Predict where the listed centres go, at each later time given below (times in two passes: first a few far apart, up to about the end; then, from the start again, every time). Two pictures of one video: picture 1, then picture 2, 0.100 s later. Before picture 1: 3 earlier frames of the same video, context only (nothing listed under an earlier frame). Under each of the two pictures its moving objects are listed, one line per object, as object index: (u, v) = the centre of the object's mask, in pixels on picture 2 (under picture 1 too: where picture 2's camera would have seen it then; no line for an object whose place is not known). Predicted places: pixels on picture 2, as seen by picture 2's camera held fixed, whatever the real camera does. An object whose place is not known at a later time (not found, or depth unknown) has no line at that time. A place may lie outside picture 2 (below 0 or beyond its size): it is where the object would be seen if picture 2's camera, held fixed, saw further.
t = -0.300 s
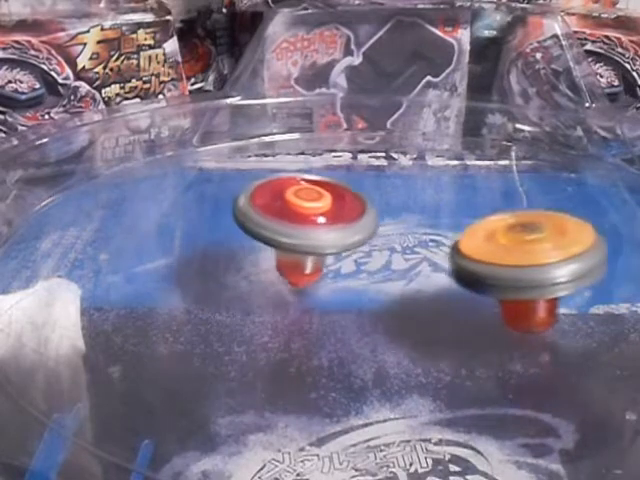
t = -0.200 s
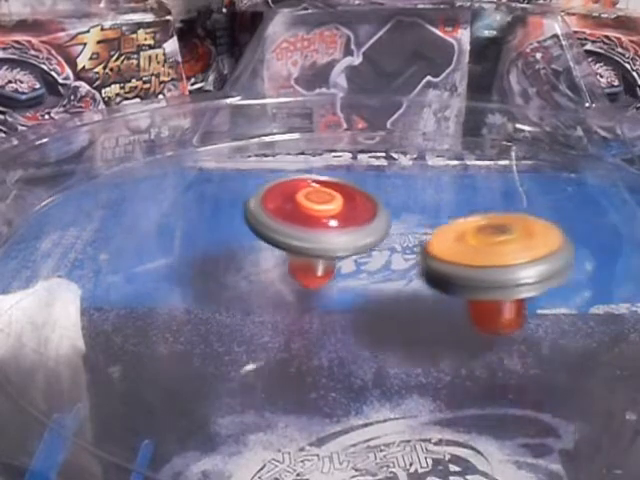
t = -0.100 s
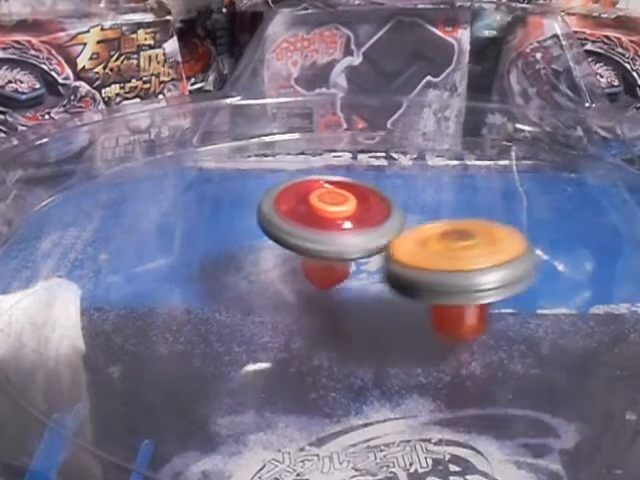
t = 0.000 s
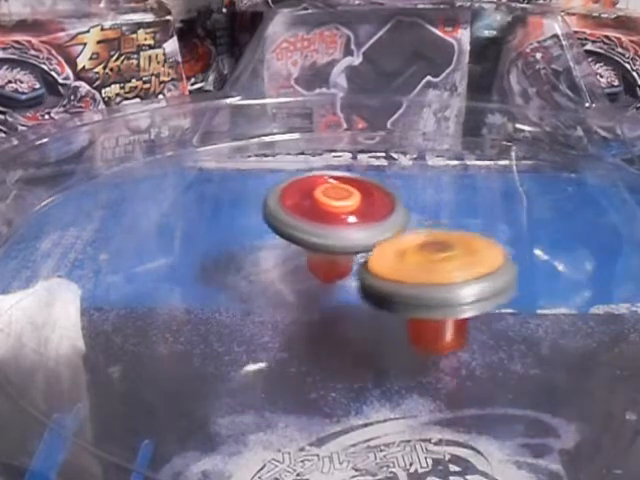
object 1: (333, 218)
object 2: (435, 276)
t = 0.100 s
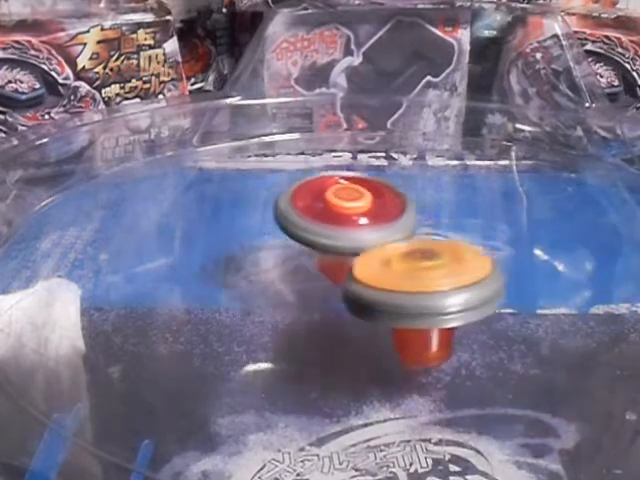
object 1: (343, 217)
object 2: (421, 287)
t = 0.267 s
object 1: (366, 212)
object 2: (406, 293)
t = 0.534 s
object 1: (408, 212)
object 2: (370, 283)
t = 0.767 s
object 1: (434, 217)
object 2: (320, 280)
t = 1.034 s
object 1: (445, 225)
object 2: (304, 263)
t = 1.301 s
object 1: (454, 241)
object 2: (286, 236)
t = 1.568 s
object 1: (453, 259)
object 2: (281, 217)
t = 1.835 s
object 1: (441, 271)
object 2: (320, 196)
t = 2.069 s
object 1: (418, 275)
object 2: (355, 186)
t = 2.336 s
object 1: (379, 274)
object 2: (395, 187)
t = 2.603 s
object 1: (324, 274)
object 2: (463, 190)
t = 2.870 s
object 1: (310, 270)
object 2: (470, 187)
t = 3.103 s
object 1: (317, 260)
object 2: (462, 214)
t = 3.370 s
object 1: (256, 235)
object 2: (569, 227)
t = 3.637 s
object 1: (266, 230)
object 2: (543, 238)
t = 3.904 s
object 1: (312, 225)
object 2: (458, 267)
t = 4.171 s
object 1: (360, 210)
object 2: (399, 295)
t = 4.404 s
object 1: (401, 210)
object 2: (374, 295)
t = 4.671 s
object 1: (438, 220)
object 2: (328, 273)
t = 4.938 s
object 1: (465, 229)
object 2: (285, 249)
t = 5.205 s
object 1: (474, 246)
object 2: (284, 232)
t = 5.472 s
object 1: (465, 265)
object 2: (309, 204)
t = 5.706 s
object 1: (446, 276)
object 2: (352, 189)
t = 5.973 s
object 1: (405, 281)
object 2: (378, 181)
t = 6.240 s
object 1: (363, 277)
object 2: (418, 197)
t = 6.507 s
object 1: (329, 264)
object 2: (474, 213)
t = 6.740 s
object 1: (318, 248)
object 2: (489, 237)
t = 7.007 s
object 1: (321, 232)
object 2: (472, 258)
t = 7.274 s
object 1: (339, 218)
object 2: (436, 274)
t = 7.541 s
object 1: (368, 205)
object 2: (392, 280)
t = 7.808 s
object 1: (409, 207)
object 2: (350, 273)
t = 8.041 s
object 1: (439, 219)
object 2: (320, 262)
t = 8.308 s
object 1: (469, 224)
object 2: (308, 255)
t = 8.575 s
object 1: (477, 236)
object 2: (320, 223)
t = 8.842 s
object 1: (560, 242)
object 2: (260, 219)
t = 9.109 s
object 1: (521, 255)
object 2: (315, 212)
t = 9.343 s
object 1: (471, 272)
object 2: (358, 203)
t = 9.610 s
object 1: (419, 291)
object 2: (383, 189)
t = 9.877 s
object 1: (369, 287)
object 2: (406, 198)
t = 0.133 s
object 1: (348, 215)
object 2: (418, 289)
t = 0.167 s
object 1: (351, 215)
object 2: (414, 291)
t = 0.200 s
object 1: (356, 214)
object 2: (411, 292)
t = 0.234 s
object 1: (360, 213)
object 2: (409, 293)
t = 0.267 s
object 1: (366, 212)
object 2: (406, 293)
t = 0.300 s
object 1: (370, 212)
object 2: (404, 293)
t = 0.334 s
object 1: (375, 212)
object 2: (400, 293)
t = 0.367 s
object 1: (382, 212)
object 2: (396, 292)
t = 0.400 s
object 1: (387, 212)
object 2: (392, 290)
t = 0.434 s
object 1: (392, 211)
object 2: (387, 289)
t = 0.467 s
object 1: (397, 212)
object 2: (382, 287)
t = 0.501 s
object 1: (403, 212)
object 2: (376, 285)
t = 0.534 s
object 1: (408, 212)
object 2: (370, 283)
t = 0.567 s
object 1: (412, 212)
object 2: (361, 281)
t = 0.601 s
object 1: (419, 212)
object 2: (351, 281)
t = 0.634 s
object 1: (425, 215)
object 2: (340, 282)
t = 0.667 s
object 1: (427, 216)
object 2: (333, 282)
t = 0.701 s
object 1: (429, 217)
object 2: (327, 281)
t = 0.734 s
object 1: (432, 217)
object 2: (323, 281)
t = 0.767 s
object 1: (434, 217)
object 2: (320, 280)
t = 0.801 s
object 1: (436, 218)
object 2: (317, 279)
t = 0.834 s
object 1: (437, 219)
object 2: (314, 278)
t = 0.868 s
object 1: (439, 219)
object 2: (312, 276)
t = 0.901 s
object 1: (440, 220)
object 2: (310, 275)
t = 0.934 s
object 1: (441, 221)
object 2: (308, 272)
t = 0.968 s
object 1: (443, 222)
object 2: (307, 270)
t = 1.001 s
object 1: (444, 224)
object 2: (306, 267)
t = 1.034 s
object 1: (445, 225)
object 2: (304, 263)
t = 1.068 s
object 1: (446, 226)
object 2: (302, 259)
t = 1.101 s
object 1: (448, 228)
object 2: (300, 256)
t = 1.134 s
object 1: (449, 230)
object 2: (299, 252)
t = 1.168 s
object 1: (450, 232)
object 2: (296, 249)
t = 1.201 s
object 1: (451, 234)
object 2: (293, 246)
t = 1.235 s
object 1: (452, 237)
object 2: (291, 242)
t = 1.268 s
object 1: (453, 239)
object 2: (289, 239)
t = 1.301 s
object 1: (454, 241)
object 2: (286, 236)
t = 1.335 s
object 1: (453, 243)
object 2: (283, 233)
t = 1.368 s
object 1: (454, 246)
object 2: (281, 230)
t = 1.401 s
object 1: (455, 248)
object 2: (279, 227)
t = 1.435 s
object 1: (455, 250)
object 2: (278, 225)
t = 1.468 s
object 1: (454, 252)
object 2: (278, 223)
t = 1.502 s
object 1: (454, 255)
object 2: (279, 221)
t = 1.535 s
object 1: (454, 257)
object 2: (280, 220)
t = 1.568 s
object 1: (453, 259)
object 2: (281, 217)
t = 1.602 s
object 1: (452, 260)
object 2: (284, 216)
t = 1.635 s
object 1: (451, 262)
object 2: (287, 215)
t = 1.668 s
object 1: (451, 264)
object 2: (292, 214)
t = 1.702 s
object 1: (449, 265)
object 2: (298, 202)
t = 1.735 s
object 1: (446, 267)
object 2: (303, 201)
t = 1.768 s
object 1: (444, 269)
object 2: (309, 199)
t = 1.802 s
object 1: (443, 270)
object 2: (315, 198)
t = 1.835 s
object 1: (441, 271)
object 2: (320, 196)
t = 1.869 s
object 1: (437, 272)
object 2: (326, 195)
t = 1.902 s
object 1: (433, 273)
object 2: (330, 193)
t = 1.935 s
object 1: (431, 274)
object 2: (336, 191)
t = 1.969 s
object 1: (429, 274)
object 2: (341, 189)
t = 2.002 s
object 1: (425, 274)
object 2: (346, 188)
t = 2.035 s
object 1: (420, 275)
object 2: (351, 187)
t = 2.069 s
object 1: (418, 275)
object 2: (355, 186)
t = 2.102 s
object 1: (413, 276)
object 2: (360, 185)
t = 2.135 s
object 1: (407, 275)
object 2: (364, 184)
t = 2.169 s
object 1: (403, 276)
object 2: (368, 184)
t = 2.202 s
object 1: (399, 276)
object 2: (373, 184)
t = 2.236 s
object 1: (394, 276)
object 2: (378, 185)
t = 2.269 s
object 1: (388, 275)
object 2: (384, 185)
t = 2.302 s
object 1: (384, 275)
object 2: (389, 186)
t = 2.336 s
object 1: (379, 274)
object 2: (395, 187)
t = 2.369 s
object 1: (375, 274)
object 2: (400, 189)
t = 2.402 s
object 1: (370, 273)
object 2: (407, 191)
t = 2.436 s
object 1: (364, 272)
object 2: (413, 193)
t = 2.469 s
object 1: (361, 271)
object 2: (419, 195)
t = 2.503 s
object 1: (358, 270)
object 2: (427, 196)
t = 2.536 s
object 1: (352, 270)
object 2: (435, 197)
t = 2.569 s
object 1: (336, 273)
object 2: (452, 193)
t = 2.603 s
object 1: (324, 274)
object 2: (463, 190)
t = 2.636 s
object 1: (319, 274)
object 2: (471, 188)
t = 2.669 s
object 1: (315, 274)
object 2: (475, 185)
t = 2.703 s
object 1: (312, 273)
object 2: (477, 184)
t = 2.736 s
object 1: (311, 273)
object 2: (477, 184)
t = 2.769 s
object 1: (310, 273)
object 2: (476, 183)
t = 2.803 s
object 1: (310, 272)
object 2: (475, 184)
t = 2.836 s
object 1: (309, 271)
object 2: (473, 185)
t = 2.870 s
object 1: (310, 270)
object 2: (470, 187)
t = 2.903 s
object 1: (310, 269)
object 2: (468, 189)
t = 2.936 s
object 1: (310, 268)
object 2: (466, 192)
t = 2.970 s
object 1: (311, 267)
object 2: (464, 196)
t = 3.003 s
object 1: (312, 265)
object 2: (463, 200)
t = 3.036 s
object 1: (314, 264)
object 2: (462, 204)
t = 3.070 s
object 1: (315, 262)
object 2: (462, 209)
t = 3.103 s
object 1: (317, 260)
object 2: (462, 214)
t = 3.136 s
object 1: (317, 257)
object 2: (466, 230)
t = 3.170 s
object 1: (319, 255)
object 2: (469, 234)
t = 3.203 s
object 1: (320, 253)
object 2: (473, 239)
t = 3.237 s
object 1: (299, 248)
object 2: (504, 229)
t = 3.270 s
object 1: (274, 242)
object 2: (534, 231)
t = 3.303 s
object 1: (263, 239)
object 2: (552, 231)
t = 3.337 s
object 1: (259, 236)
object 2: (563, 229)
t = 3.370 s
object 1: (256, 235)
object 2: (569, 227)
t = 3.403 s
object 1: (256, 234)
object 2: (572, 225)
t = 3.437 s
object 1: (256, 233)
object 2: (574, 236)
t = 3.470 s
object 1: (256, 233)
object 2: (573, 235)
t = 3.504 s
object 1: (257, 232)
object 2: (571, 235)
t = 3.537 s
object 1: (258, 232)
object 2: (566, 235)
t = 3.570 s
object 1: (260, 231)
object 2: (561, 235)
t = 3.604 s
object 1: (263, 231)
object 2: (553, 236)
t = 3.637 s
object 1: (266, 230)
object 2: (543, 238)
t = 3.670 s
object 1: (271, 230)
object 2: (532, 241)
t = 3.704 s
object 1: (275, 229)
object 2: (522, 243)
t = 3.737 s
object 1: (280, 228)
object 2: (510, 246)
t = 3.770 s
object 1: (286, 228)
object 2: (499, 249)
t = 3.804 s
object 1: (293, 227)
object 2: (487, 253)
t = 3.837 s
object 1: (299, 226)
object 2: (477, 258)
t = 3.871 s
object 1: (305, 225)
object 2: (466, 263)
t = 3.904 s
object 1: (312, 225)
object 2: (458, 267)
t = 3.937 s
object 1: (319, 224)
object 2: (450, 270)
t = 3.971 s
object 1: (326, 223)
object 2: (443, 274)
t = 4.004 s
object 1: (331, 221)
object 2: (435, 278)
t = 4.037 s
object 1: (335, 219)
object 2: (425, 282)
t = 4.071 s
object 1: (342, 216)
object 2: (415, 287)
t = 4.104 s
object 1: (349, 214)
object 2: (408, 291)
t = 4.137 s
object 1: (356, 211)
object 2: (403, 293)
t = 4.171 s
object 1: (360, 210)
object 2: (399, 295)
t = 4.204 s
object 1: (365, 210)
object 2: (396, 297)
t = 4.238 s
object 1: (372, 210)
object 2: (391, 298)
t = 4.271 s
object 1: (378, 210)
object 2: (387, 299)
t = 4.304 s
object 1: (384, 210)
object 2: (384, 298)
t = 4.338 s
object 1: (389, 210)
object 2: (382, 297)
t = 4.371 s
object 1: (394, 210)
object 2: (378, 296)
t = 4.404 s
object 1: (401, 210)
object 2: (374, 295)
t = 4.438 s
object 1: (407, 209)
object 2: (371, 293)
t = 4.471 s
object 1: (411, 210)
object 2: (366, 291)
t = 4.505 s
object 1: (416, 210)
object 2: (360, 289)
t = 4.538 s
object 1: (421, 212)
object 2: (354, 285)
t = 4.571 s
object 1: (427, 214)
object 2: (349, 283)
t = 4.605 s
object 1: (432, 216)
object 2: (342, 280)
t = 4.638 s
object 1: (435, 218)
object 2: (335, 277)
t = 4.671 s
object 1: (438, 220)
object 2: (328, 273)
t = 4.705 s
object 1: (443, 221)
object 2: (322, 270)
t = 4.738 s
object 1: (448, 221)
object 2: (316, 267)
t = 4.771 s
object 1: (451, 222)
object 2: (309, 263)
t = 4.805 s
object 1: (453, 223)
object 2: (303, 260)
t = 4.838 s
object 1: (457, 224)
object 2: (298, 257)
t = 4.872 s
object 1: (460, 226)
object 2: (293, 255)
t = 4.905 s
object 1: (463, 227)
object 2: (290, 252)
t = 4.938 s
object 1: (465, 229)
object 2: (285, 249)
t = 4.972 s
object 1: (466, 231)
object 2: (282, 247)
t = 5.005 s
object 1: (468, 233)
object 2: (281, 245)
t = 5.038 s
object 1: (470, 235)
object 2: (280, 243)
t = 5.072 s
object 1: (471, 237)
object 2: (280, 241)
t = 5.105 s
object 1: (472, 239)
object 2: (280, 238)
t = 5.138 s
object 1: (472, 241)
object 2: (281, 236)
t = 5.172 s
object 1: (473, 244)
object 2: (282, 235)
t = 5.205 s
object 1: (474, 246)
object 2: (284, 232)
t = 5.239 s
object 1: (474, 248)
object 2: (286, 230)
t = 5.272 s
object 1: (473, 251)
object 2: (288, 228)
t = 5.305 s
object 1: (472, 253)
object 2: (293, 214)
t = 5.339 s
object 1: (471, 256)
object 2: (296, 212)
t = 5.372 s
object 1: (471, 258)
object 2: (299, 210)
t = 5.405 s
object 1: (470, 260)
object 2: (302, 208)
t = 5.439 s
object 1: (467, 262)
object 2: (306, 206)
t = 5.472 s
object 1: (465, 265)
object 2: (309, 204)
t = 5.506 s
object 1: (464, 267)
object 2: (314, 202)
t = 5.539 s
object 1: (462, 269)
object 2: (319, 199)
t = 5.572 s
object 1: (459, 270)
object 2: (327, 197)
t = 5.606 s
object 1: (456, 272)
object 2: (334, 195)
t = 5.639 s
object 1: (452, 274)
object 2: (341, 193)
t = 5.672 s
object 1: (449, 275)
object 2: (346, 191)
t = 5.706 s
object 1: (446, 276)
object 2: (352, 189)
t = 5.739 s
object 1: (442, 277)
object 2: (358, 187)
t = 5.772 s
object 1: (436, 278)
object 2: (365, 185)
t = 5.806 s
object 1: (431, 279)
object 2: (369, 184)
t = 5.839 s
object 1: (426, 280)
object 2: (371, 183)
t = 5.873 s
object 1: (422, 281)
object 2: (373, 181)
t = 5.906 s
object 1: (418, 280)
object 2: (376, 180)
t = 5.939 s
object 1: (410, 281)
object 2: (377, 180)
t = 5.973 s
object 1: (405, 281)
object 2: (378, 181)
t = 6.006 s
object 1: (399, 281)
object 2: (380, 182)
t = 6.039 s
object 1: (393, 281)
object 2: (383, 183)
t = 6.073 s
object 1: (388, 280)
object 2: (387, 185)
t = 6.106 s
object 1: (384, 280)
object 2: (391, 188)
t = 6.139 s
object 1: (377, 280)
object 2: (397, 190)
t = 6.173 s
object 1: (371, 279)
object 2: (404, 193)
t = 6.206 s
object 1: (367, 278)
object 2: (411, 195)
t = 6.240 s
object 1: (363, 277)
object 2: (418, 197)
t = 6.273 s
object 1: (357, 275)
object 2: (426, 199)
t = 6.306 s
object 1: (352, 274)
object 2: (434, 201)
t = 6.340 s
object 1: (348, 273)
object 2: (442, 204)
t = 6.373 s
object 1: (344, 271)
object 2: (450, 205)
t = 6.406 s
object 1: (341, 269)
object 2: (457, 208)
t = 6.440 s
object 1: (336, 267)
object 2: (463, 210)
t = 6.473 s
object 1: (332, 266)
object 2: (469, 211)
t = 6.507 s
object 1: (329, 264)
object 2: (474, 213)
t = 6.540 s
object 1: (327, 262)
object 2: (478, 214)
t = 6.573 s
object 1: (325, 260)
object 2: (482, 215)
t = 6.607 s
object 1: (323, 258)
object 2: (485, 228)
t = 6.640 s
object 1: (321, 255)
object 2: (487, 230)
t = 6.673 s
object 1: (320, 254)
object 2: (489, 232)
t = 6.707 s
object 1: (319, 251)
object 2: (490, 234)
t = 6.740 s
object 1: (318, 248)
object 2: (489, 237)
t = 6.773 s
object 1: (318, 246)
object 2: (489, 239)
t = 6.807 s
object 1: (317, 244)
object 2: (487, 242)
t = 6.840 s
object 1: (317, 242)
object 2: (486, 244)
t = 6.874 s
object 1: (318, 240)
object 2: (484, 247)
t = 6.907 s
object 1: (318, 237)
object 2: (482, 250)
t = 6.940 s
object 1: (319, 235)
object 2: (479, 253)
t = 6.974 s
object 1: (320, 234)
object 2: (476, 255)
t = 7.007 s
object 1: (321, 232)
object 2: (472, 258)
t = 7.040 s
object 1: (323, 230)
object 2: (469, 260)
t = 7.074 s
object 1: (325, 228)
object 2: (464, 262)
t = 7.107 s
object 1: (327, 226)
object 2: (460, 265)
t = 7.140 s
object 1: (328, 224)
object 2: (455, 268)
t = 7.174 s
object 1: (331, 222)
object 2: (451, 271)
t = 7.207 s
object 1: (333, 221)
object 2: (446, 272)
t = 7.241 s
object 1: (336, 220)
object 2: (441, 273)
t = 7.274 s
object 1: (339, 218)
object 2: (436, 274)
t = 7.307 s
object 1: (341, 217)
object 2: (430, 277)
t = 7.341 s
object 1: (343, 215)
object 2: (425, 277)
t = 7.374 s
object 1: (347, 212)
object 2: (420, 278)
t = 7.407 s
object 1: (351, 210)
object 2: (415, 280)
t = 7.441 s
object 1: (356, 207)
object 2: (408, 280)
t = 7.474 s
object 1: (360, 206)
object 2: (402, 281)
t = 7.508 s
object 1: (363, 206)
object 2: (398, 280)
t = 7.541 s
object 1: (368, 205)
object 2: (392, 280)
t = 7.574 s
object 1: (372, 204)
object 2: (387, 279)
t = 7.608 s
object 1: (377, 205)
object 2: (380, 279)
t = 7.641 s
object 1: (384, 205)
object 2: (374, 279)
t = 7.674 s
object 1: (389, 204)
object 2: (368, 278)
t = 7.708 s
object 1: (394, 204)
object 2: (364, 277)
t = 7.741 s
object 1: (399, 205)
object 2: (359, 276)
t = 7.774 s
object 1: (404, 206)
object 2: (354, 275)
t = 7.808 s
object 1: (409, 207)
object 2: (350, 273)
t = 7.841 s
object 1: (413, 208)
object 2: (347, 273)
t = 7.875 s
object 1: (417, 210)
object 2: (343, 271)
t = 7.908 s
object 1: (420, 212)
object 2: (338, 269)
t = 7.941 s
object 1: (424, 215)
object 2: (334, 267)
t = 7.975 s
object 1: (427, 217)
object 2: (331, 266)
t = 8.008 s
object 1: (432, 219)
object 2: (329, 264)
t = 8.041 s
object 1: (439, 219)
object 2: (320, 262)
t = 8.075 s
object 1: (447, 218)
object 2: (308, 262)
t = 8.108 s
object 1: (453, 218)
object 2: (303, 262)
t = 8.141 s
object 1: (457, 219)
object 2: (302, 261)
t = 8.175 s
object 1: (461, 219)
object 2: (303, 261)
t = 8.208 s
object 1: (464, 220)
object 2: (305, 259)
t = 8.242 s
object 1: (466, 221)
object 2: (306, 258)
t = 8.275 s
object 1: (467, 222)
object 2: (307, 257)
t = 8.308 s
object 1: (469, 224)
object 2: (308, 255)
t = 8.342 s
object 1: (471, 225)
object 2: (310, 252)
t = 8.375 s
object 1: (472, 227)
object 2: (312, 251)
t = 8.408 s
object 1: (473, 228)
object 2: (313, 249)
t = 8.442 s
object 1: (473, 229)
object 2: (314, 247)
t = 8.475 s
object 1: (473, 231)
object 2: (315, 244)
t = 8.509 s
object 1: (473, 234)
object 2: (317, 241)
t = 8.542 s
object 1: (473, 236)
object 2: (320, 238)
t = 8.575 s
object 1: (477, 236)
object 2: (320, 223)
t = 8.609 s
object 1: (516, 236)
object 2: (289, 216)
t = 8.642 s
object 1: (542, 237)
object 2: (265, 222)
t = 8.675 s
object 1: (555, 238)
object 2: (254, 219)
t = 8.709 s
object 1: (560, 239)
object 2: (251, 219)
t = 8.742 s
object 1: (561, 240)
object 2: (251, 218)
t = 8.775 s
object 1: (561, 241)
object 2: (253, 218)
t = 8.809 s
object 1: (561, 241)
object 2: (256, 219)
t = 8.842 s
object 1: (560, 242)
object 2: (260, 219)
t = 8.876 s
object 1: (558, 243)
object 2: (265, 219)
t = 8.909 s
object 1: (554, 245)
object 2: (270, 220)
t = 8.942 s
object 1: (551, 246)
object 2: (277, 220)
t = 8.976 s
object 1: (546, 248)
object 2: (285, 210)
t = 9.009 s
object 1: (541, 249)
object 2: (292, 211)
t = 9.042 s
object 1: (535, 250)
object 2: (301, 212)
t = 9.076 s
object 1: (529, 253)
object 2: (308, 212)
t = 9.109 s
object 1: (521, 255)
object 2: (315, 212)
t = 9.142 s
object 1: (513, 258)
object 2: (323, 212)
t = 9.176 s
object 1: (505, 260)
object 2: (331, 211)
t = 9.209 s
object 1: (497, 262)
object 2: (338, 210)
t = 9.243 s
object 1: (488, 264)
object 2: (345, 210)
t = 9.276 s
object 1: (481, 266)
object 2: (350, 208)
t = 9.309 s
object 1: (477, 269)
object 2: (353, 205)
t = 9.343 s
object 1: (471, 272)
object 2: (358, 203)
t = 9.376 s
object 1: (465, 275)
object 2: (363, 202)
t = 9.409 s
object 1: (458, 276)
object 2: (368, 202)
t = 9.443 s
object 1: (453, 280)
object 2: (369, 198)
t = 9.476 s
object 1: (450, 285)
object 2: (371, 194)
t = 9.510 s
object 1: (437, 289)
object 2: (378, 190)
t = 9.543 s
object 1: (431, 289)
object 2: (379, 189)
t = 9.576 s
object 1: (425, 291)
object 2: (381, 189)
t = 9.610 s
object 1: (419, 291)
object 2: (383, 189)
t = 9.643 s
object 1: (412, 292)
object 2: (385, 189)
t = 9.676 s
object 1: (406, 292)
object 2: (387, 190)
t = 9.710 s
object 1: (401, 292)
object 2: (390, 191)
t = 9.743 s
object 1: (395, 291)
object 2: (392, 192)
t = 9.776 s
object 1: (389, 291)
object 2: (395, 193)
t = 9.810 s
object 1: (382, 290)
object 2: (399, 195)
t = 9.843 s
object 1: (376, 288)
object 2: (402, 196)
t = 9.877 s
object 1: (369, 287)
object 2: (406, 198)
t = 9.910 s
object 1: (363, 286)
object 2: (410, 200)
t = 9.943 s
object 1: (358, 284)
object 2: (414, 202)
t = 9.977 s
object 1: (353, 282)
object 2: (418, 204)
